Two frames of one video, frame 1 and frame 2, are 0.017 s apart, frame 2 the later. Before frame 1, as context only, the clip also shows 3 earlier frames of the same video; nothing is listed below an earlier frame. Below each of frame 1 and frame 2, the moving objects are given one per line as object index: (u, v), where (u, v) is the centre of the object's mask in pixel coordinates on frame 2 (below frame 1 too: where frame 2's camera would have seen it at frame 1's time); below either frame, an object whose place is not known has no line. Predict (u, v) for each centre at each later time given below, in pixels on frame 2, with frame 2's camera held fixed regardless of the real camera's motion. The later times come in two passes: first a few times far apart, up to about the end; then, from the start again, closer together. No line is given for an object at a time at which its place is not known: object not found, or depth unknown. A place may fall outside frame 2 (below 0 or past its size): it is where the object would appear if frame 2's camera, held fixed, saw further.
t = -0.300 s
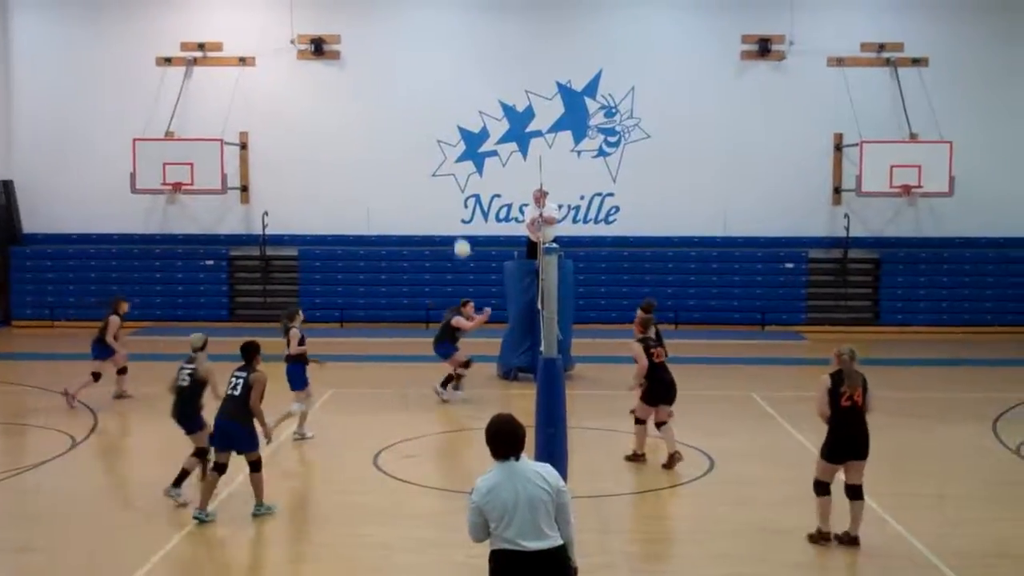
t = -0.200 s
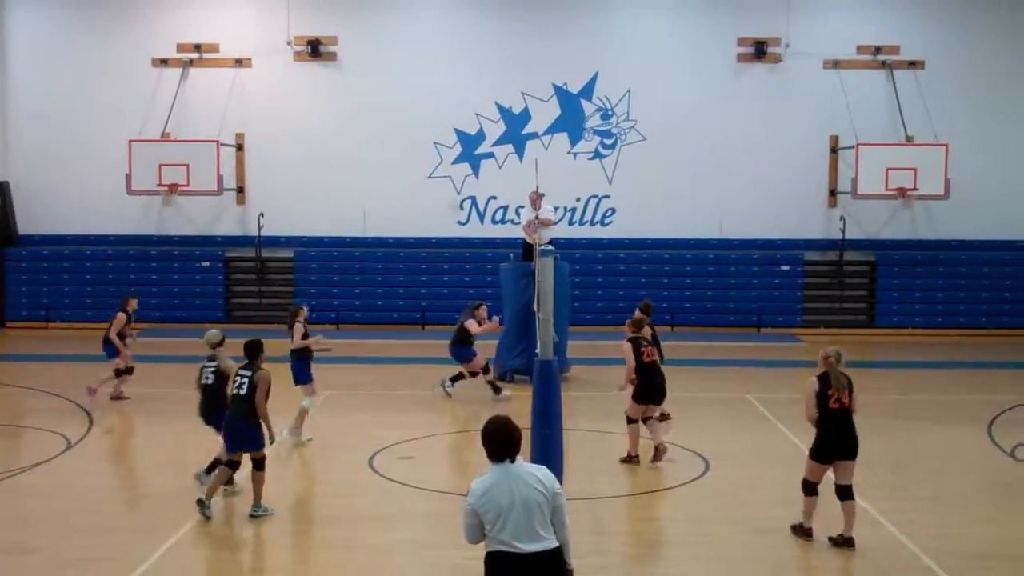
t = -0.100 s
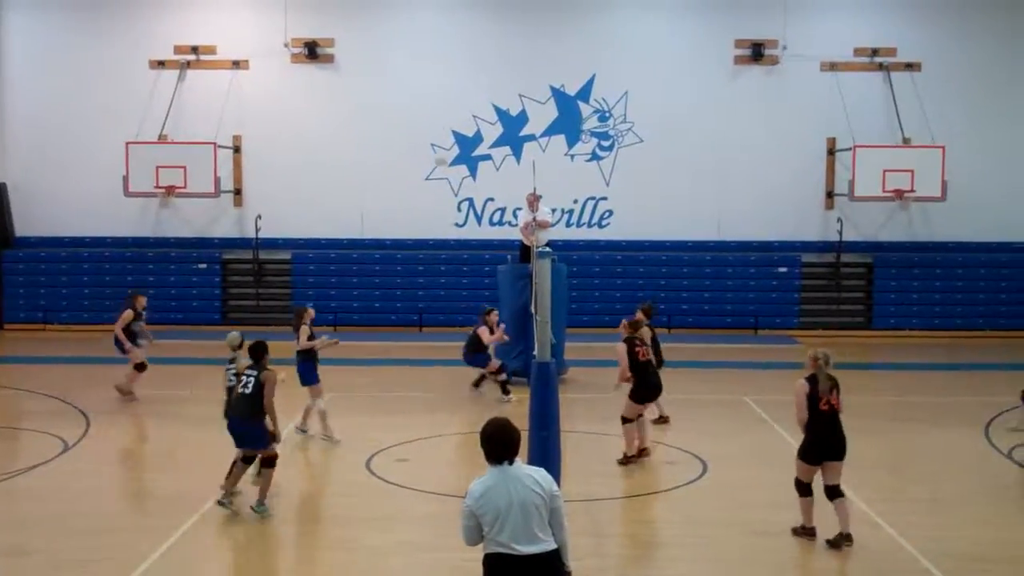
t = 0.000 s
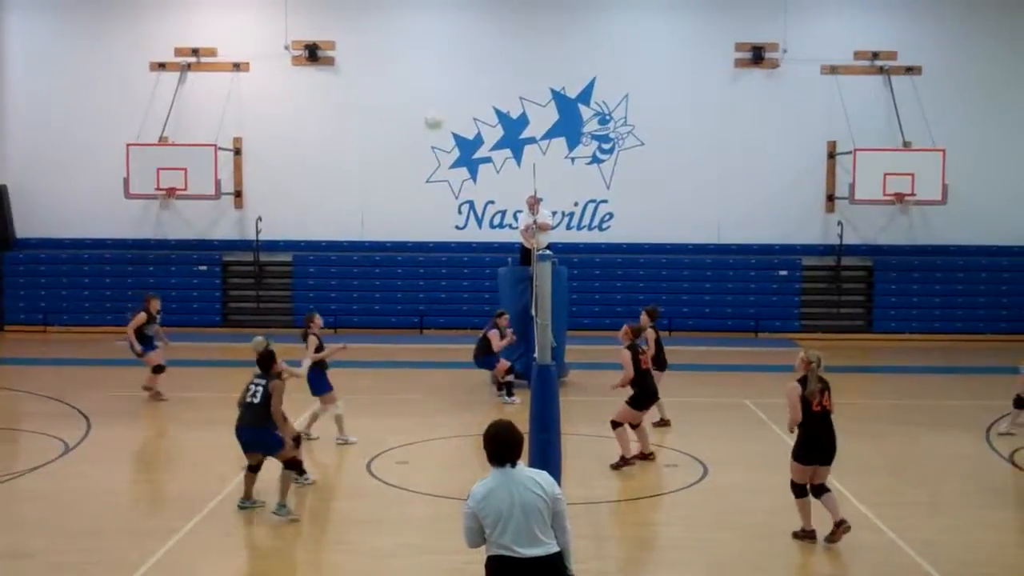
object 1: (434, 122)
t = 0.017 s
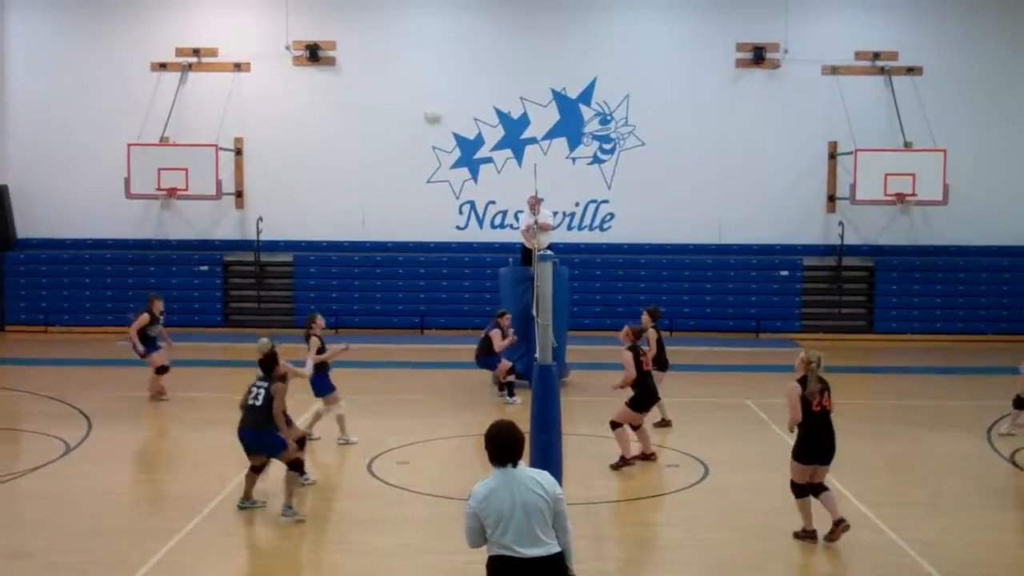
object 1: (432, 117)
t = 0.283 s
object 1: (405, 47)
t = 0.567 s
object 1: (366, 47)
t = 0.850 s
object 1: (314, 141)
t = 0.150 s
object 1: (419, 77)
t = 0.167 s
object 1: (418, 72)
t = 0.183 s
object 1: (416, 69)
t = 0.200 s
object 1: (414, 65)
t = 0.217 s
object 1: (413, 62)
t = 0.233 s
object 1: (411, 59)
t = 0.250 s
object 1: (409, 56)
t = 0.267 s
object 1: (407, 51)
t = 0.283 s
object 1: (405, 47)
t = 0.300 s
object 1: (403, 46)
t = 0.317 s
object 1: (400, 45)
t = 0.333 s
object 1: (398, 44)
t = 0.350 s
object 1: (396, 43)
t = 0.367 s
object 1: (395, 42)
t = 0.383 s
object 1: (392, 40)
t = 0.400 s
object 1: (390, 40)
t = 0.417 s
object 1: (387, 39)
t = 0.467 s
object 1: (379, 40)
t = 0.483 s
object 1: (376, 41)
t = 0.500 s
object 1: (374, 42)
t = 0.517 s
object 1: (372, 43)
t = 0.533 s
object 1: (369, 43)
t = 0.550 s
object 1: (368, 44)
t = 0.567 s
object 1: (366, 47)
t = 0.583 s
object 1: (363, 49)
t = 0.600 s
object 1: (359, 52)
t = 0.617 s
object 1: (356, 56)
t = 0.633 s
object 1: (353, 60)
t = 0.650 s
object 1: (351, 64)
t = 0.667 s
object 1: (349, 68)
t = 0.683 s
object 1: (345, 73)
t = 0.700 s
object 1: (343, 78)
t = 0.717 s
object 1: (340, 83)
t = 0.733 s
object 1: (338, 87)
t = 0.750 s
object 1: (333, 94)
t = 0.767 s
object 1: (329, 102)
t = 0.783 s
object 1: (327, 108)
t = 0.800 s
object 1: (324, 116)
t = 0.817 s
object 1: (321, 124)
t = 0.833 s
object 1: (317, 132)
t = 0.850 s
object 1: (314, 141)
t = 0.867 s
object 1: (312, 150)
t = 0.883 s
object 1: (309, 159)
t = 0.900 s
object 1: (304, 166)
